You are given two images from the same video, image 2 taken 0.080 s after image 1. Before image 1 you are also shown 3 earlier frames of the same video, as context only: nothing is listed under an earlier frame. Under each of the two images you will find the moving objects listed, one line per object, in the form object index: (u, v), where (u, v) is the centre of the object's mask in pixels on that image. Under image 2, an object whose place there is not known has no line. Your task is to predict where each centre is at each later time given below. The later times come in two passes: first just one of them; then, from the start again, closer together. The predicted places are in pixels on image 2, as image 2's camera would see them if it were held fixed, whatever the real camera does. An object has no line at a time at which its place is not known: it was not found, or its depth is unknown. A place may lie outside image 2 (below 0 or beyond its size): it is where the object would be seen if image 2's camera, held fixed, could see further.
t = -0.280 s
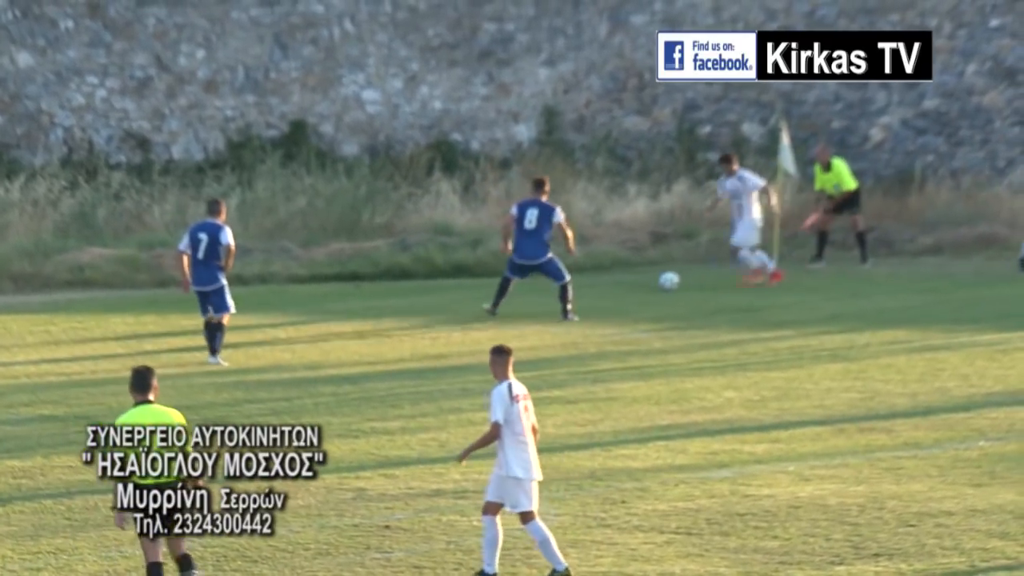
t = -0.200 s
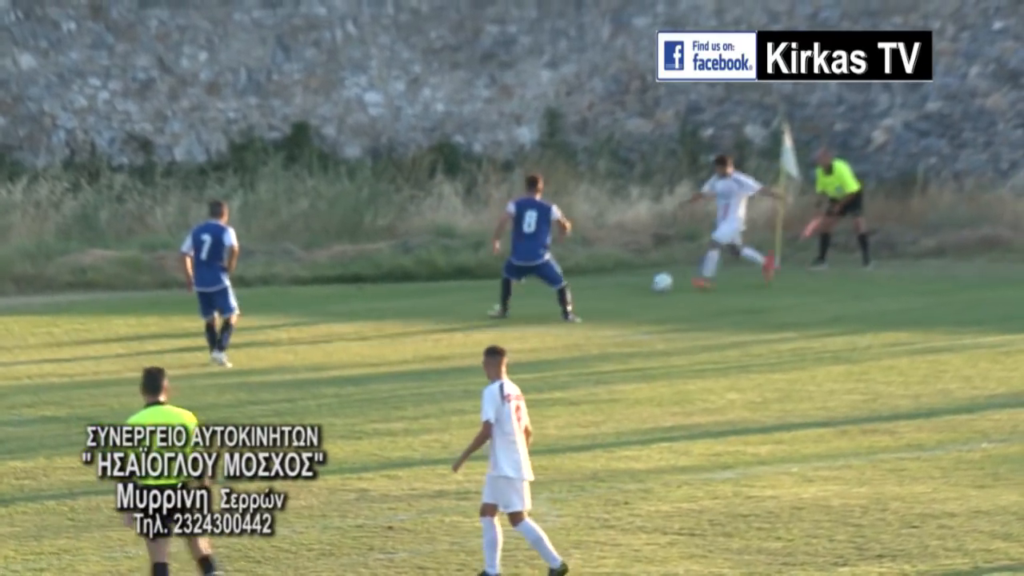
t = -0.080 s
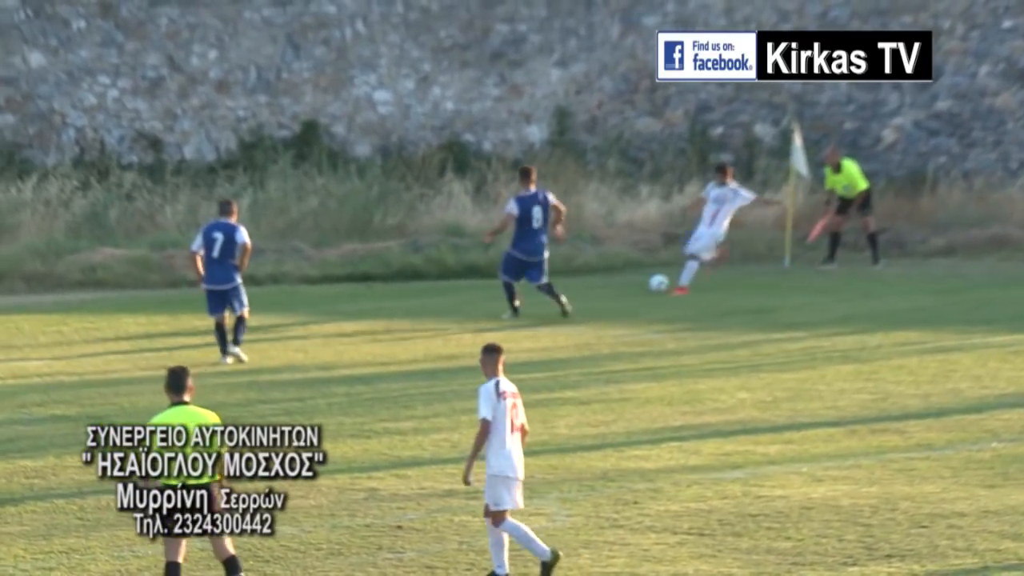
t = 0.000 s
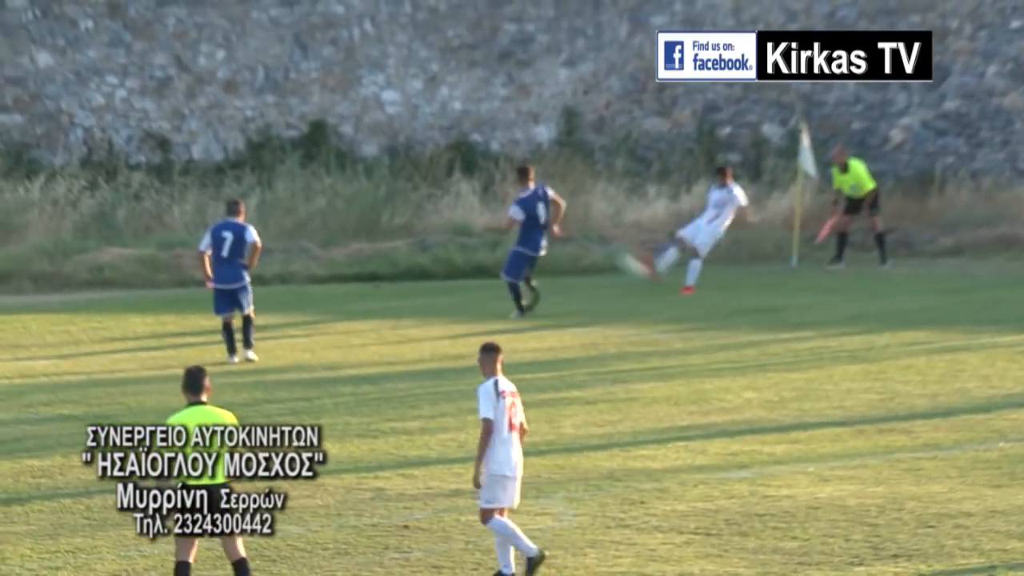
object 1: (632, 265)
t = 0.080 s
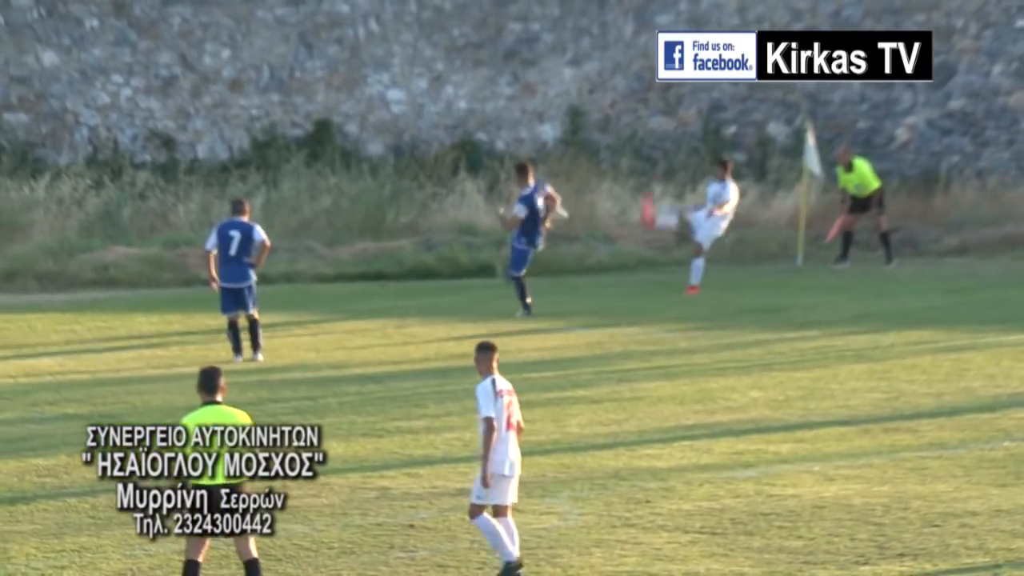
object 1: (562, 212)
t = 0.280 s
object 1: (351, 88)
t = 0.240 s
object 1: (387, 111)
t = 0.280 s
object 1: (351, 88)
